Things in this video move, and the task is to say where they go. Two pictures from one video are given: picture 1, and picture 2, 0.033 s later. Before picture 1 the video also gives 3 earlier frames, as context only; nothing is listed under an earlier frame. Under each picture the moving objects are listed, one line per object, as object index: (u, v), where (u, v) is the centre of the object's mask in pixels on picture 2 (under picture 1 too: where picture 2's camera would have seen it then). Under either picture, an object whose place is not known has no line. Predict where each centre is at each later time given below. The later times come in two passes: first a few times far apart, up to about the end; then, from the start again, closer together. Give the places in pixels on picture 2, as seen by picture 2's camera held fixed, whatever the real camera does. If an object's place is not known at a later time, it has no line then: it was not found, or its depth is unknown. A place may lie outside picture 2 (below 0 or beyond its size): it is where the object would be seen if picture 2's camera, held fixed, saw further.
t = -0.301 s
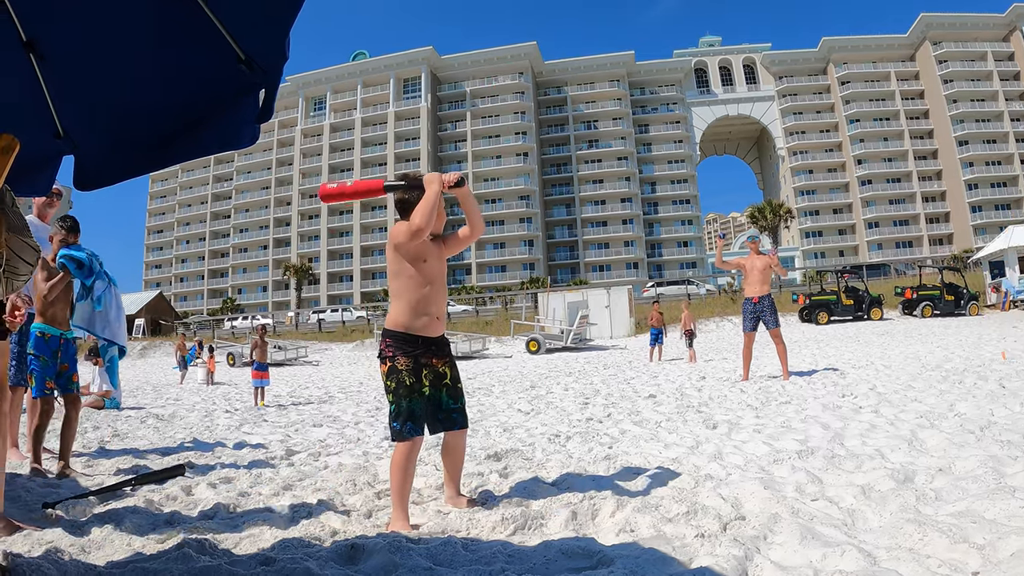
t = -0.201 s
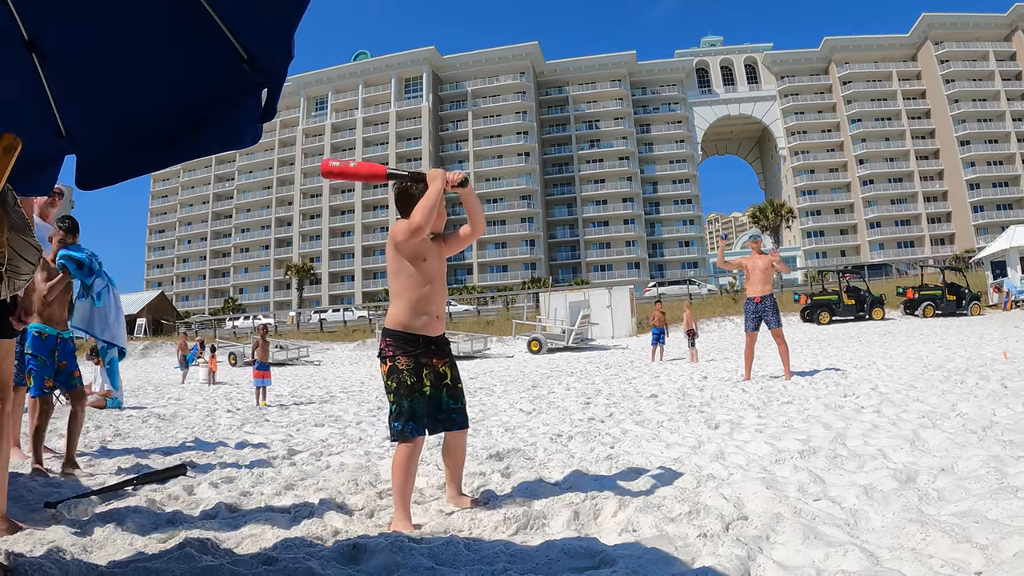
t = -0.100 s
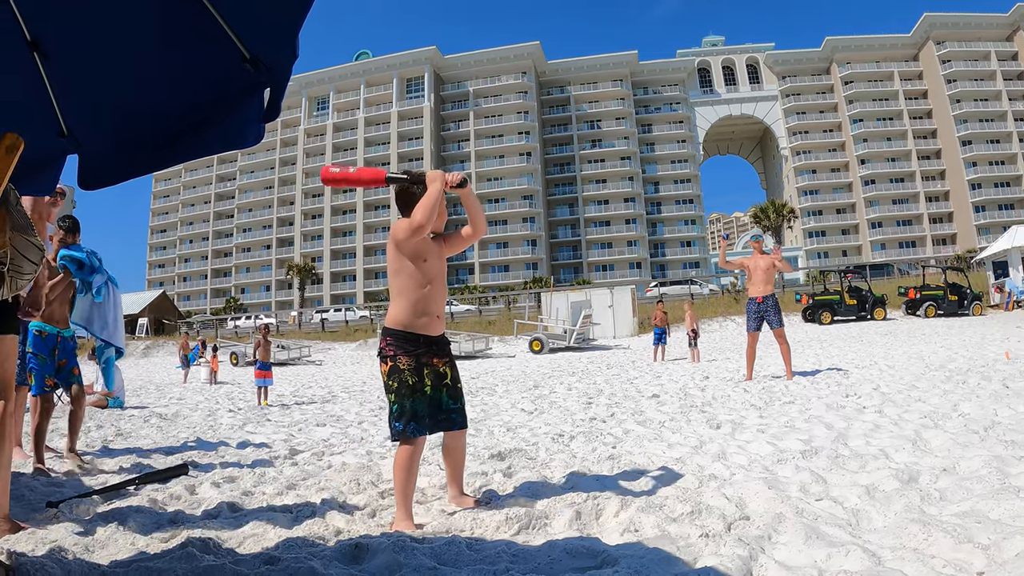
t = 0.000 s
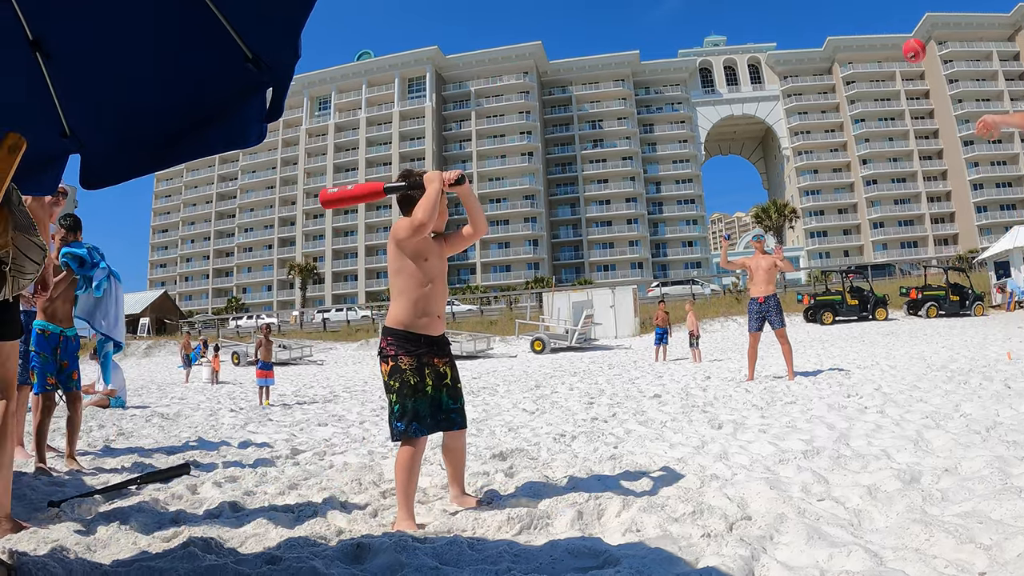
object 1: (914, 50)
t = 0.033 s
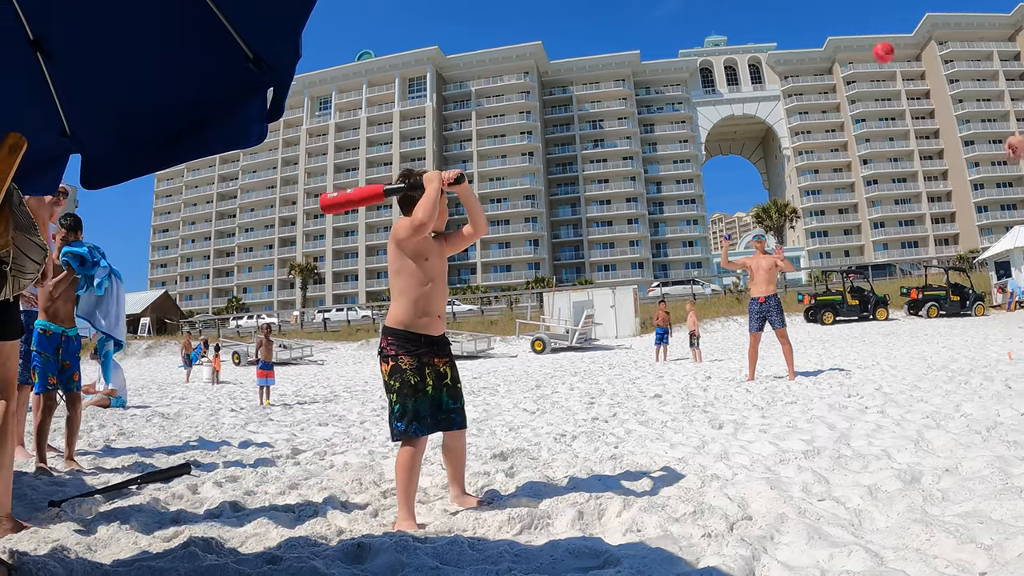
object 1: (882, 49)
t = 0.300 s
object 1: (767, 111)
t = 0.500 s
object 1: (736, 178)
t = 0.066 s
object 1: (858, 54)
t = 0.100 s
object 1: (838, 60)
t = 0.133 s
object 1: (821, 67)
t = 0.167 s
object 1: (807, 74)
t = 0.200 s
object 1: (794, 82)
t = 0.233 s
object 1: (784, 92)
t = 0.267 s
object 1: (775, 101)
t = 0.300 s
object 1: (767, 111)
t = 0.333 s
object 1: (759, 122)
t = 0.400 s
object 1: (749, 144)
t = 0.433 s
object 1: (744, 154)
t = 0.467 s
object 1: (740, 166)
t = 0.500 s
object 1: (736, 178)
